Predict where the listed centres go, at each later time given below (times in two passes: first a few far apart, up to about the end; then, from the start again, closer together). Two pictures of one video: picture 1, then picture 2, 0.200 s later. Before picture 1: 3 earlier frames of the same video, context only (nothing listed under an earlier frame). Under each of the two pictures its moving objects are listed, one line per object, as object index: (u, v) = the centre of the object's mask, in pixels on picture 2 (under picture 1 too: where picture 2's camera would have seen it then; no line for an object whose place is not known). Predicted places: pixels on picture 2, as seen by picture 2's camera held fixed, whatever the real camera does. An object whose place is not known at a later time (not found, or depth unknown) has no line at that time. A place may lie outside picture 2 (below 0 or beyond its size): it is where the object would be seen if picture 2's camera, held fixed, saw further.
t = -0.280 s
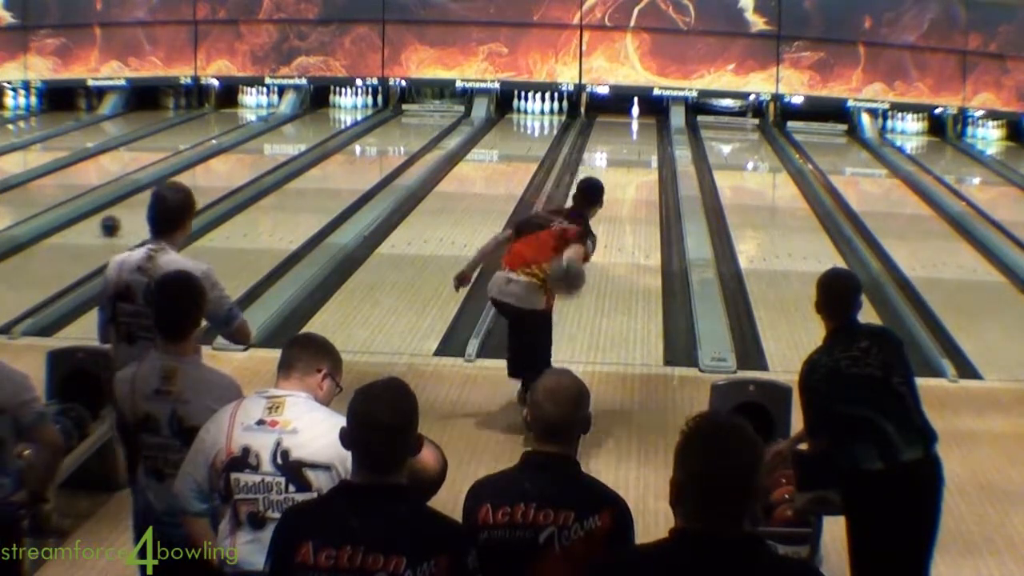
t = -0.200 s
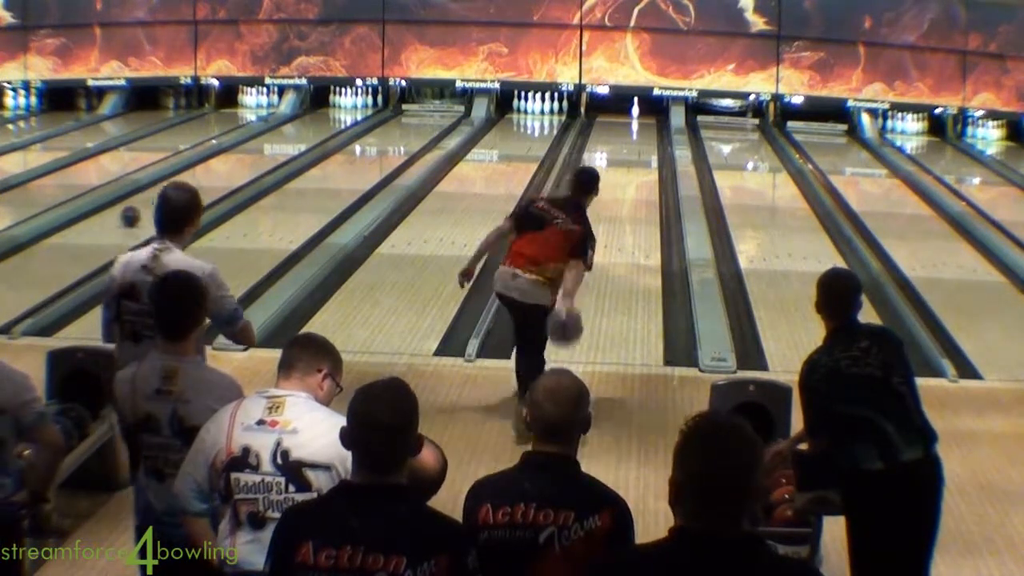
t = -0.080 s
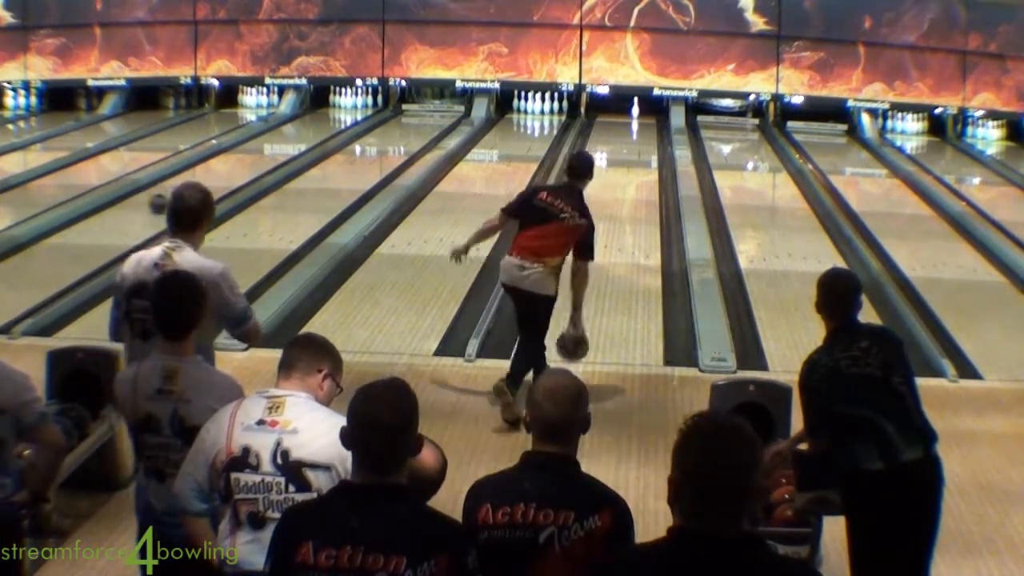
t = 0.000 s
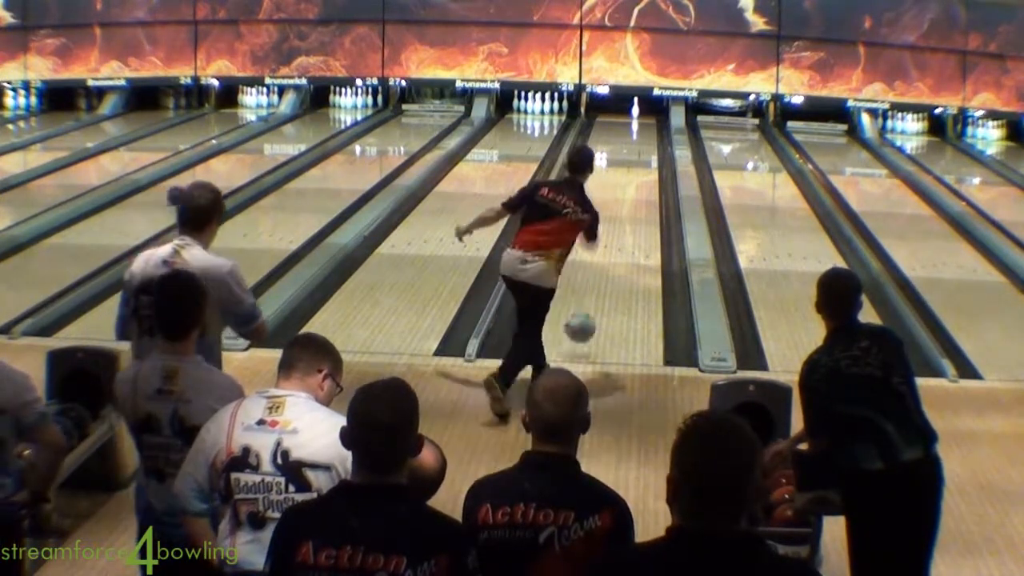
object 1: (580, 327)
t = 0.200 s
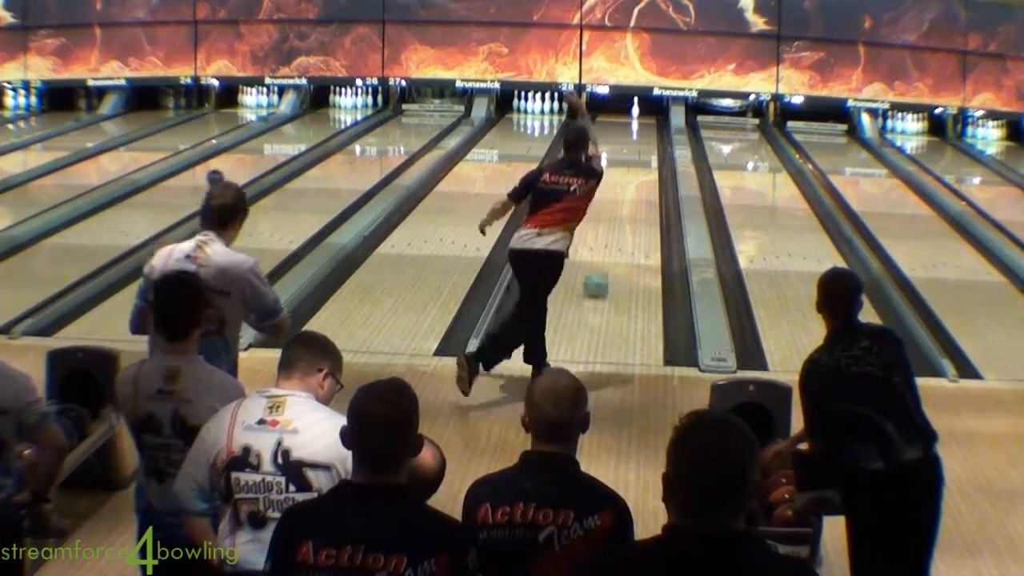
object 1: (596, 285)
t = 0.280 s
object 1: (601, 266)
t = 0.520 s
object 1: (613, 222)
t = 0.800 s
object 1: (622, 185)
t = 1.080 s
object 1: (631, 156)
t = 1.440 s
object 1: (635, 131)
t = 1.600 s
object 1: (635, 124)
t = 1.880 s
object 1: (646, 109)
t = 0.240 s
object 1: (599, 275)
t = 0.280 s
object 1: (601, 266)
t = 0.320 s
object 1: (603, 257)
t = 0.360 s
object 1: (605, 249)
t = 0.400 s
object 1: (607, 242)
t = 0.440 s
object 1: (609, 236)
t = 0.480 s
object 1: (611, 229)
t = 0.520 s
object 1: (613, 222)
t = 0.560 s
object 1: (615, 216)
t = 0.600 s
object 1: (616, 212)
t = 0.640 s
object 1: (618, 205)
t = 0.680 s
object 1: (619, 198)
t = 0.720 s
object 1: (620, 194)
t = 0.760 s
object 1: (621, 189)
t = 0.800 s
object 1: (622, 185)
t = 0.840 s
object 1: (623, 180)
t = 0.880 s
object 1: (625, 176)
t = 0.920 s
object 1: (626, 172)
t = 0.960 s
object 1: (627, 169)
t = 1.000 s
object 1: (627, 164)
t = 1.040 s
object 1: (629, 162)
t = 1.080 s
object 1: (631, 156)
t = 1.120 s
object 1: (631, 154)
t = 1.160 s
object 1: (632, 152)
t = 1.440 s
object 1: (635, 131)
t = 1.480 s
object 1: (635, 127)
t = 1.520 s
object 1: (636, 125)
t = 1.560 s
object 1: (637, 126)
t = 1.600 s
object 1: (635, 124)
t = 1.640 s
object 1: (636, 120)
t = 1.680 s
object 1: (636, 120)
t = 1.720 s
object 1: (636, 119)
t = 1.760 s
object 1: (637, 116)
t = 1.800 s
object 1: (640, 112)
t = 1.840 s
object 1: (642, 111)
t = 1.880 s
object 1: (646, 109)
